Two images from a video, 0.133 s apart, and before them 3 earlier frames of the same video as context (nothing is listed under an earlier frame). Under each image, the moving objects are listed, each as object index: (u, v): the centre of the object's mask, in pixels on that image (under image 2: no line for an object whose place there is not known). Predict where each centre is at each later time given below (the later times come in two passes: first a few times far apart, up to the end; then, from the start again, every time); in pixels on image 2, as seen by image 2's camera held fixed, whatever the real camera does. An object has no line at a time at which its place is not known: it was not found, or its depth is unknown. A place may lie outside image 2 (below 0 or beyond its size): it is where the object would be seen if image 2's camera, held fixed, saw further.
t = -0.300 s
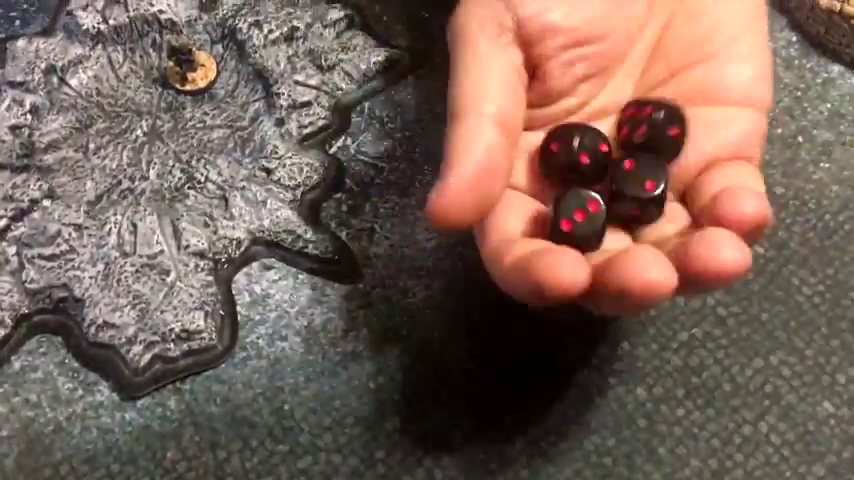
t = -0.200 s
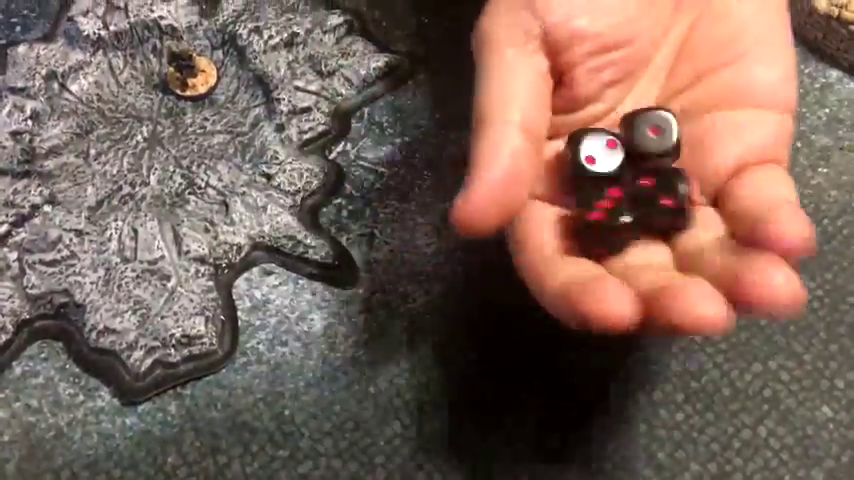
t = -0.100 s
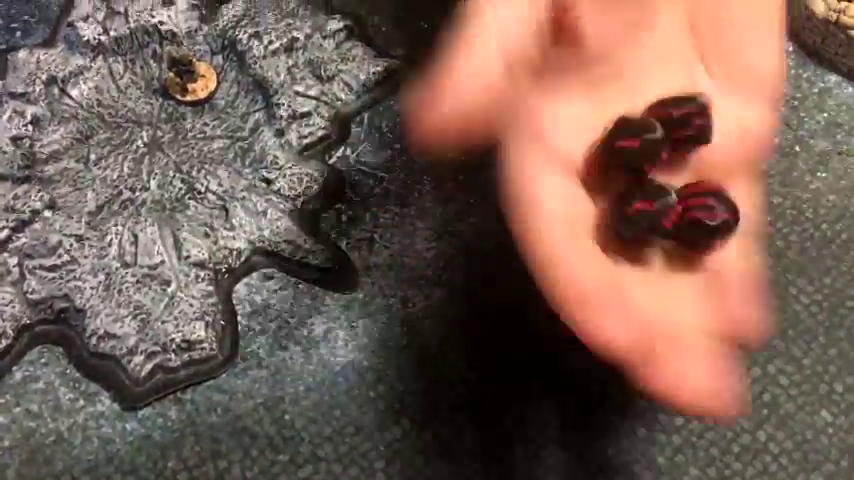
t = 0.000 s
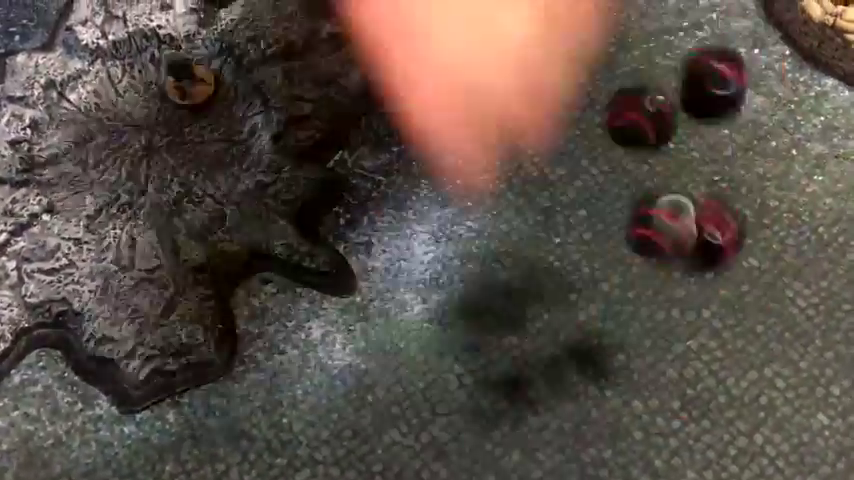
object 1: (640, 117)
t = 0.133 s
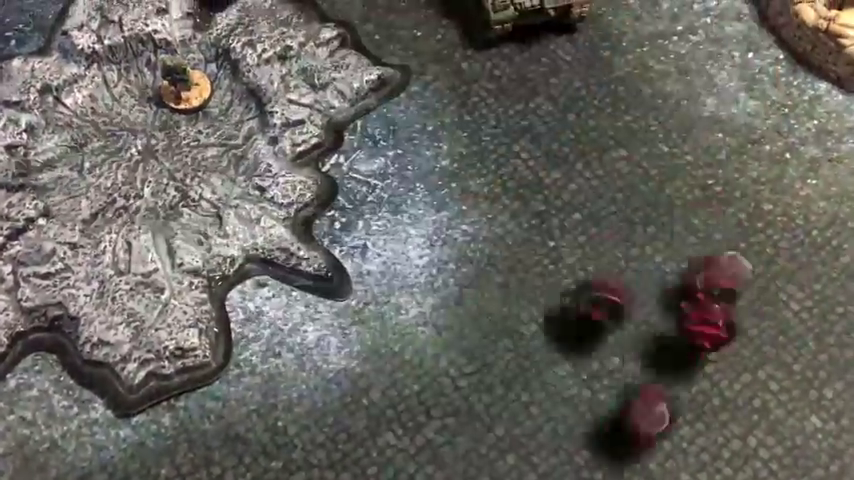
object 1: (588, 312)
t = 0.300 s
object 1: (660, 380)
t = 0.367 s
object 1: (630, 405)
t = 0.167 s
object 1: (632, 302)
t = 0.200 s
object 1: (665, 319)
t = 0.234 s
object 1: (670, 360)
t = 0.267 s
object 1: (663, 372)
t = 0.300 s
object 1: (660, 380)
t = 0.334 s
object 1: (646, 390)
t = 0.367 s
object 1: (630, 405)
